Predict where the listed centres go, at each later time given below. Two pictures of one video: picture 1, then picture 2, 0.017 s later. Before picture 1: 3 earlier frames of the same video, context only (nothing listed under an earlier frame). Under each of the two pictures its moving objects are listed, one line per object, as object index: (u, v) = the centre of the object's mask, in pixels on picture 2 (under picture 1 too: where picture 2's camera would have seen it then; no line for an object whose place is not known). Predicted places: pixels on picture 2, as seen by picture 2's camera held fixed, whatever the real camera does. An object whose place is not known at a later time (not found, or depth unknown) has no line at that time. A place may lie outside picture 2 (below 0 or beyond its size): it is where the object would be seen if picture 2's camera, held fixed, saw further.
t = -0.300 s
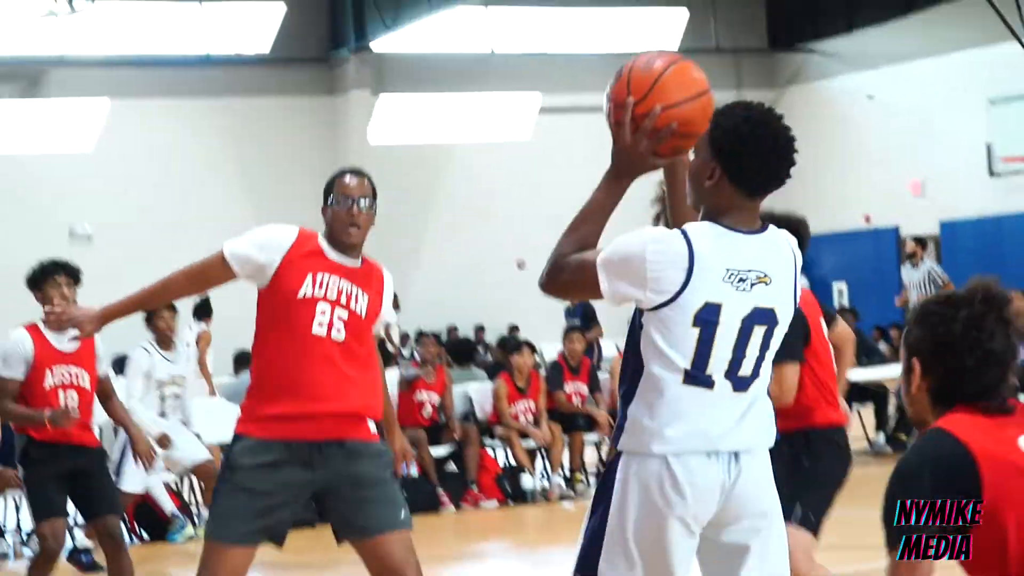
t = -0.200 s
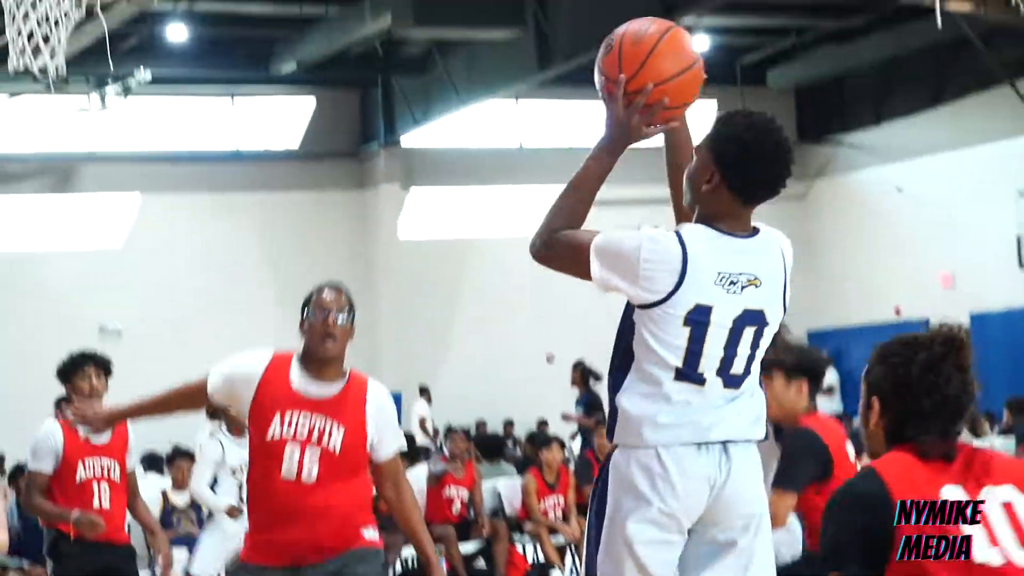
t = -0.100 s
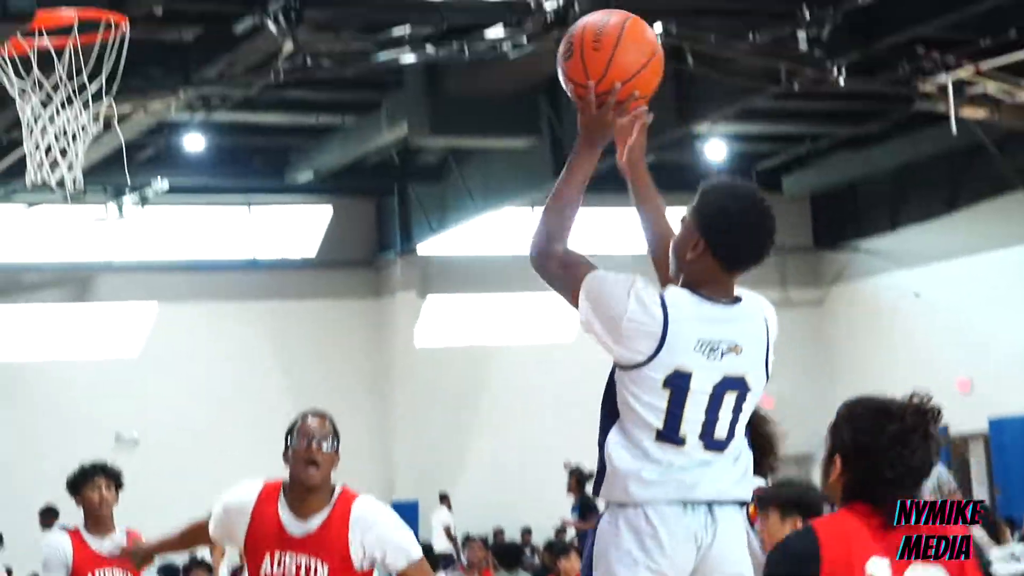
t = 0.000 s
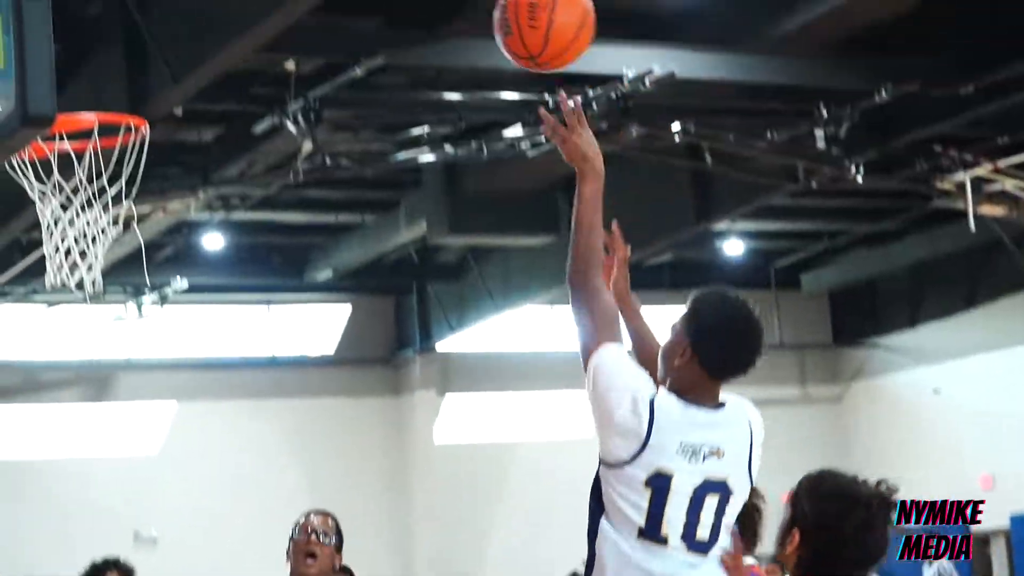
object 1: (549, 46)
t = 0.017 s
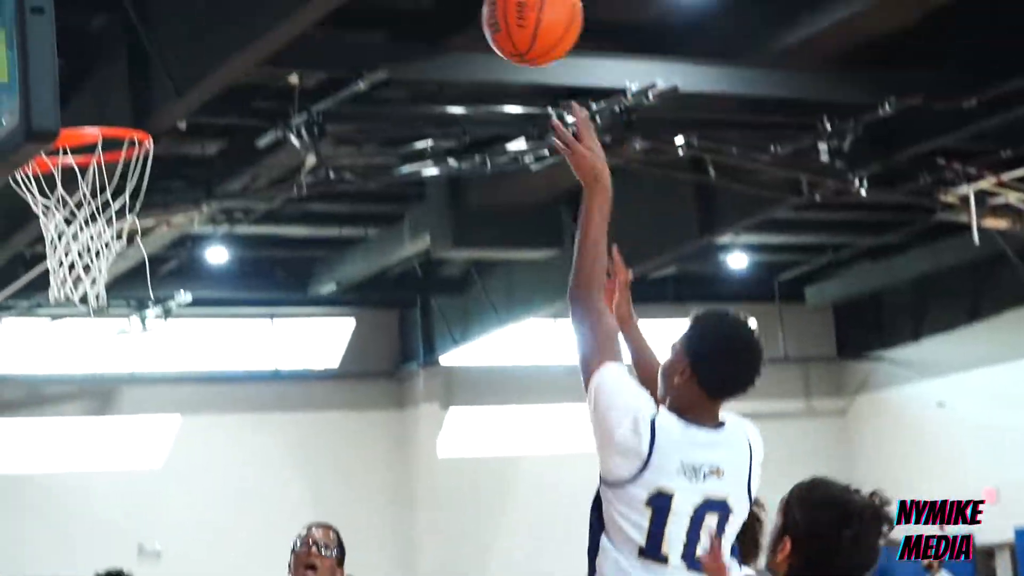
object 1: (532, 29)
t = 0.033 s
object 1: (517, 13)
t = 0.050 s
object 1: (501, -4)
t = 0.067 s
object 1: (485, -20)
